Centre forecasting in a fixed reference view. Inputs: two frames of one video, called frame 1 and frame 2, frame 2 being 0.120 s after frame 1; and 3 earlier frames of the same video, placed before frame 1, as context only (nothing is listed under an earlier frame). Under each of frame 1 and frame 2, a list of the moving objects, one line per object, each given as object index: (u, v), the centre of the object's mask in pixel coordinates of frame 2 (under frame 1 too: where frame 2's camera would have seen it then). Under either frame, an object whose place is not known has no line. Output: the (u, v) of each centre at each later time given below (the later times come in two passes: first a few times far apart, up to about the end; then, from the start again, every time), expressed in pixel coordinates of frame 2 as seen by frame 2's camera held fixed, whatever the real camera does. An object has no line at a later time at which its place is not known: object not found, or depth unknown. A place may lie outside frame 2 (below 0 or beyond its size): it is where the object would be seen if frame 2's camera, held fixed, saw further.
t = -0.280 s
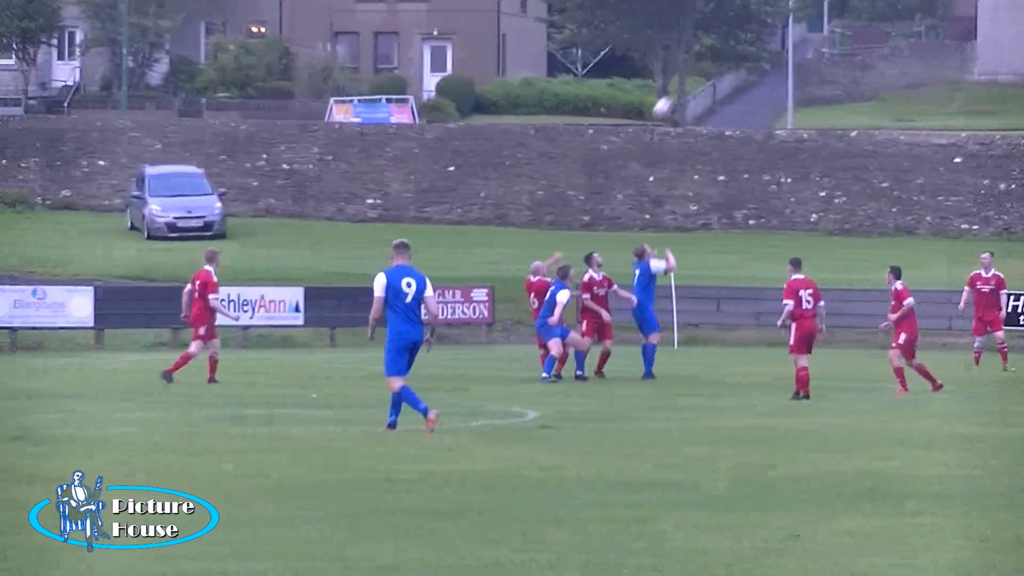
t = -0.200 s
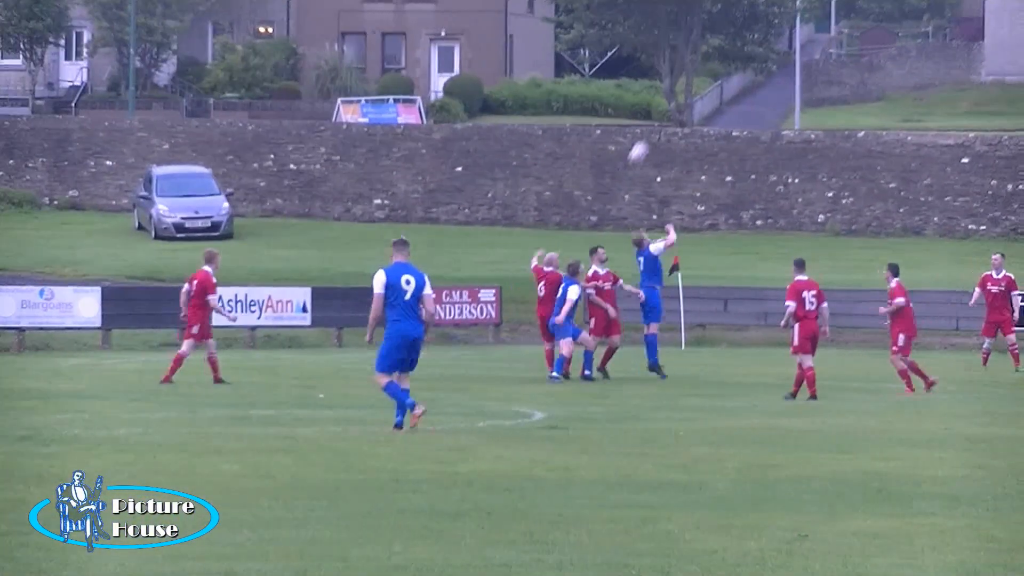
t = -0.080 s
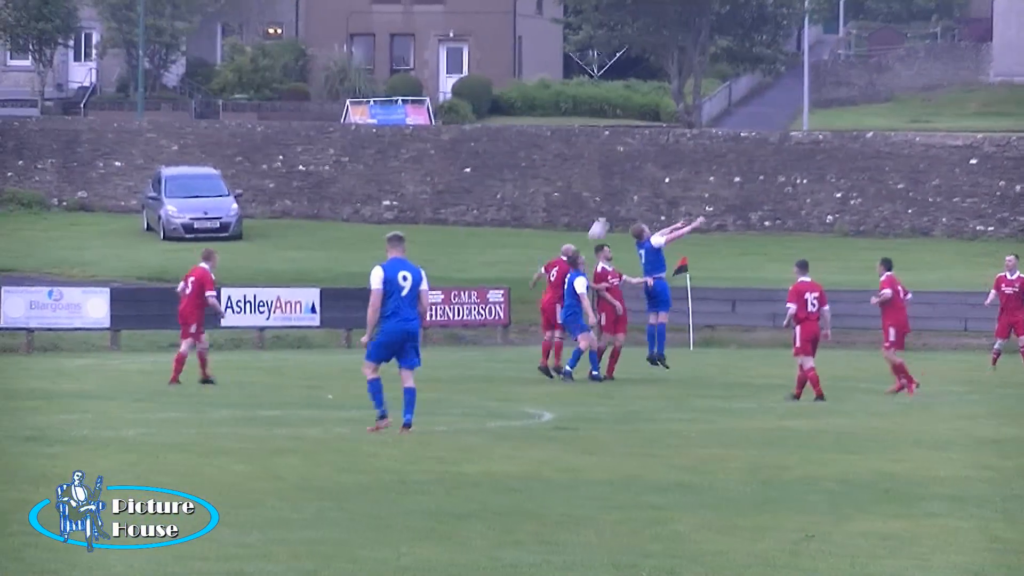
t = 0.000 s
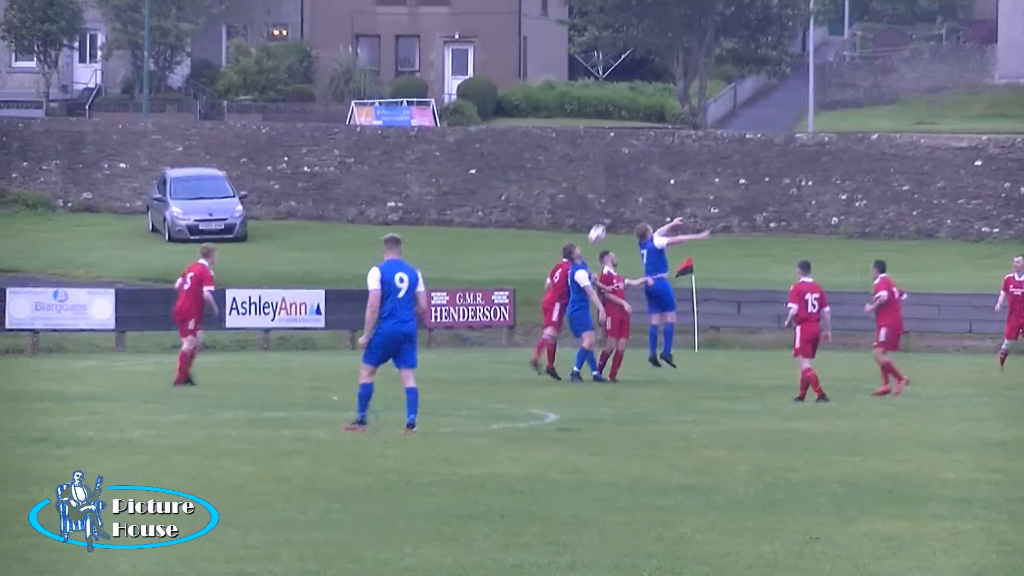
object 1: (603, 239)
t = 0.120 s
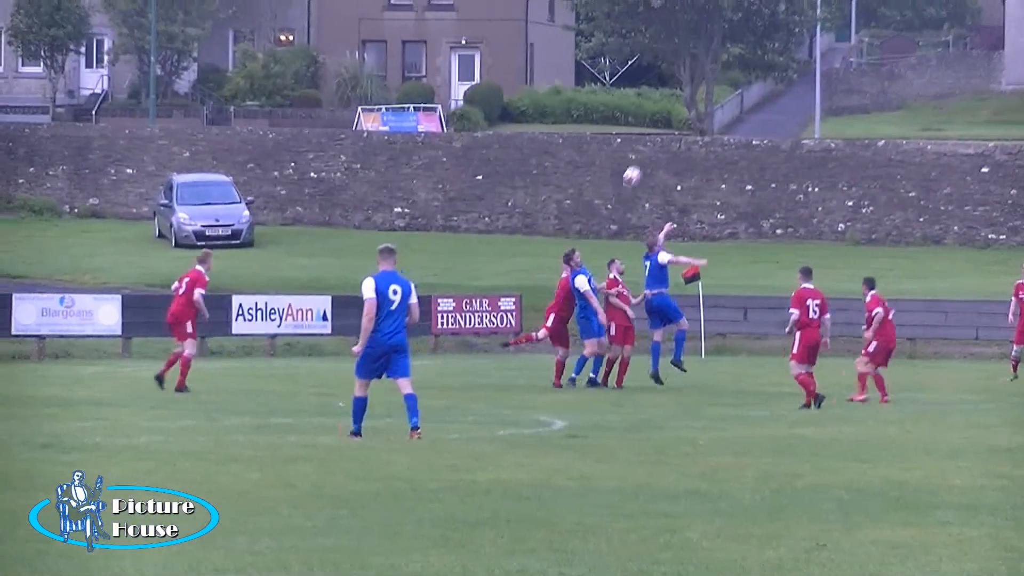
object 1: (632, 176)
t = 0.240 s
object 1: (660, 121)
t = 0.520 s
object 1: (724, 36)
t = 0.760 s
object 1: (773, 9)
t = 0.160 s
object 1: (641, 155)
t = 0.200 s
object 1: (651, 138)
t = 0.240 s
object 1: (660, 121)
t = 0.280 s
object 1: (670, 104)
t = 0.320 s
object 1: (679, 91)
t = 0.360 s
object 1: (688, 78)
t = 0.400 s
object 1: (697, 65)
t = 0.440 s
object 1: (706, 55)
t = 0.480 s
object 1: (715, 45)
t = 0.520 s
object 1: (724, 36)
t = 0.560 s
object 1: (733, 29)
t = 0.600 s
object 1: (742, 23)
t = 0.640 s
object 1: (750, 18)
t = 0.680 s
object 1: (757, 14)
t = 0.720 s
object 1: (765, 12)
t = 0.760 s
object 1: (773, 9)
